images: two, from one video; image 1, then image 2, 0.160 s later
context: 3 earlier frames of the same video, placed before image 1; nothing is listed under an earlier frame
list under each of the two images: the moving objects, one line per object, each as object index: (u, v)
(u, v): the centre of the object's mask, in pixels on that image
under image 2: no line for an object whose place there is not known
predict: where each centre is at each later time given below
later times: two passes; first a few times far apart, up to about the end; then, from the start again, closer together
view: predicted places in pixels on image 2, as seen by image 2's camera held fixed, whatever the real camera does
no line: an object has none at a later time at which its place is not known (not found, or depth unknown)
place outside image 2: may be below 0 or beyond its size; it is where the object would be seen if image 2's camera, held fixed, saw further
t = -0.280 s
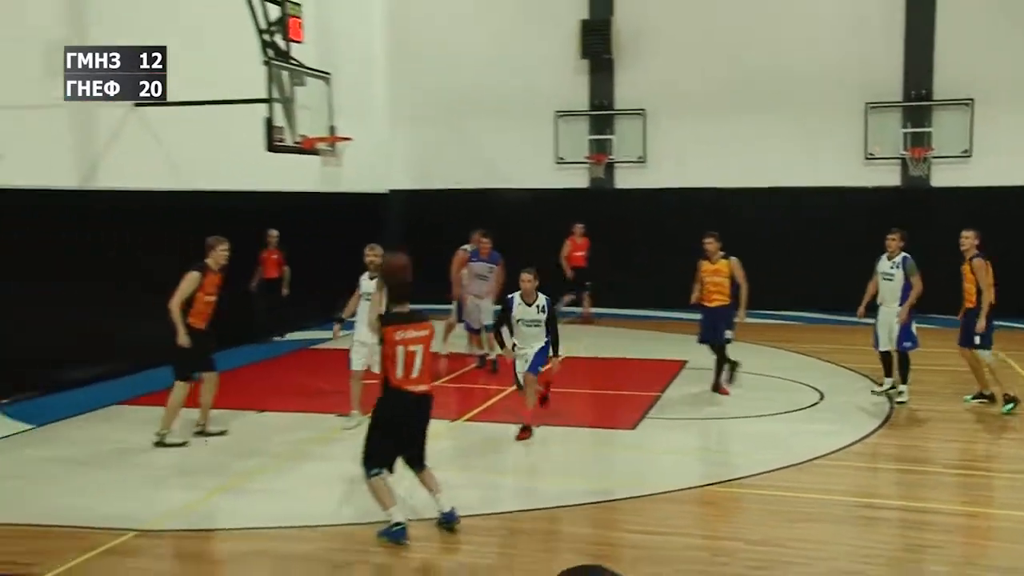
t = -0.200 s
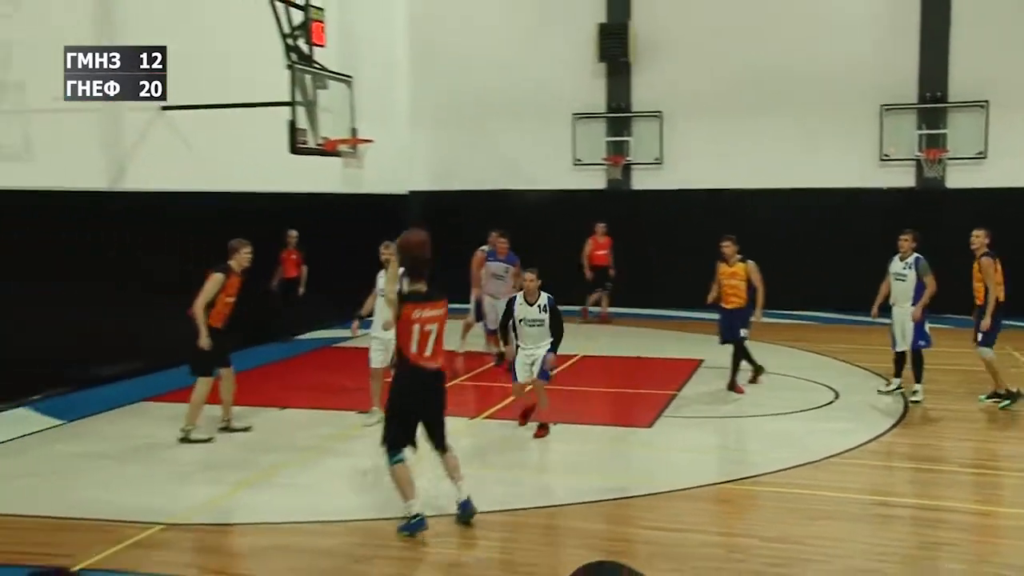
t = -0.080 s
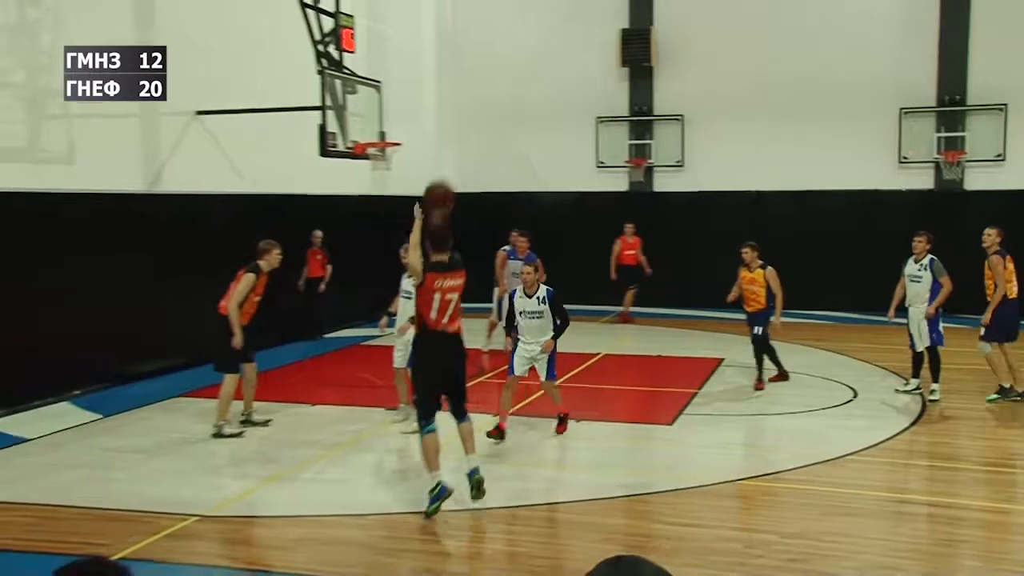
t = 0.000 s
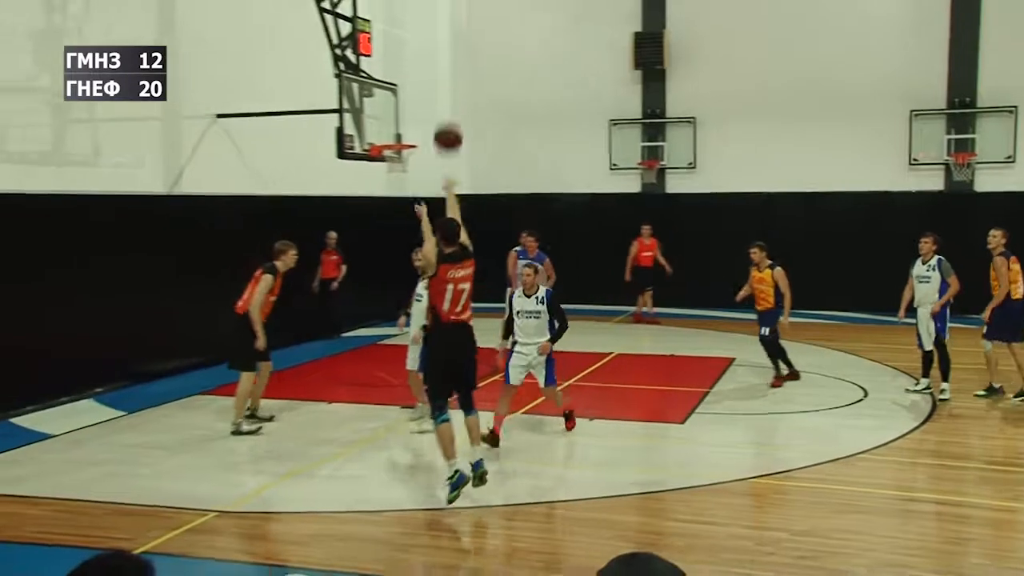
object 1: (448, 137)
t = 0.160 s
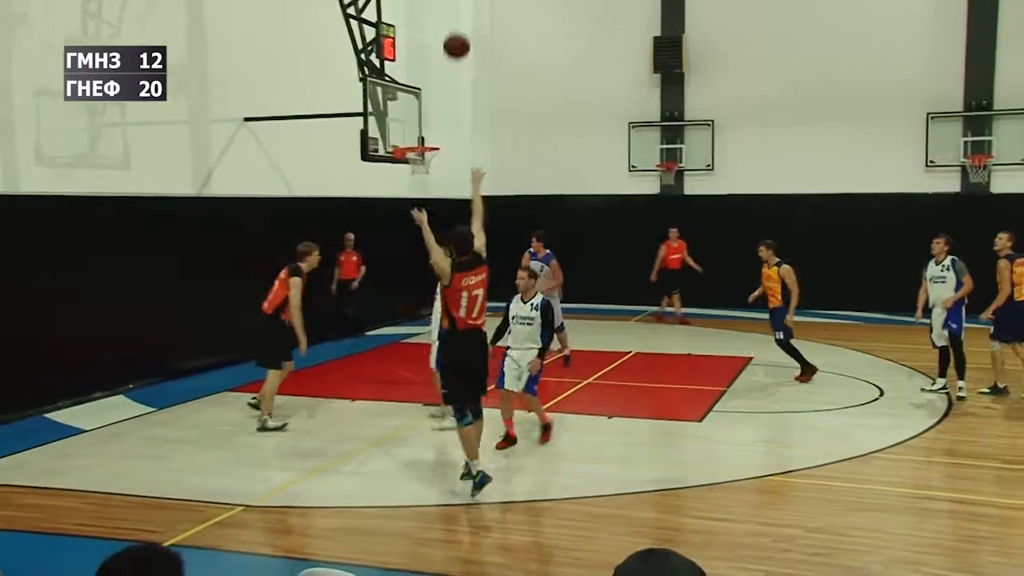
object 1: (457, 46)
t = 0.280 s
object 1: (449, 5)
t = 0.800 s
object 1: (420, 1)
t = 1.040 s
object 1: (415, 55)
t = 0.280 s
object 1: (449, 5)
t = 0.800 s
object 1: (420, 1)
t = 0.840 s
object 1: (420, 4)
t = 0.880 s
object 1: (418, 9)
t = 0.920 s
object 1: (417, 19)
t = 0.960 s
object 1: (417, 30)
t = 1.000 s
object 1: (416, 42)
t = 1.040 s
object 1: (415, 55)
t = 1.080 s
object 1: (414, 68)
